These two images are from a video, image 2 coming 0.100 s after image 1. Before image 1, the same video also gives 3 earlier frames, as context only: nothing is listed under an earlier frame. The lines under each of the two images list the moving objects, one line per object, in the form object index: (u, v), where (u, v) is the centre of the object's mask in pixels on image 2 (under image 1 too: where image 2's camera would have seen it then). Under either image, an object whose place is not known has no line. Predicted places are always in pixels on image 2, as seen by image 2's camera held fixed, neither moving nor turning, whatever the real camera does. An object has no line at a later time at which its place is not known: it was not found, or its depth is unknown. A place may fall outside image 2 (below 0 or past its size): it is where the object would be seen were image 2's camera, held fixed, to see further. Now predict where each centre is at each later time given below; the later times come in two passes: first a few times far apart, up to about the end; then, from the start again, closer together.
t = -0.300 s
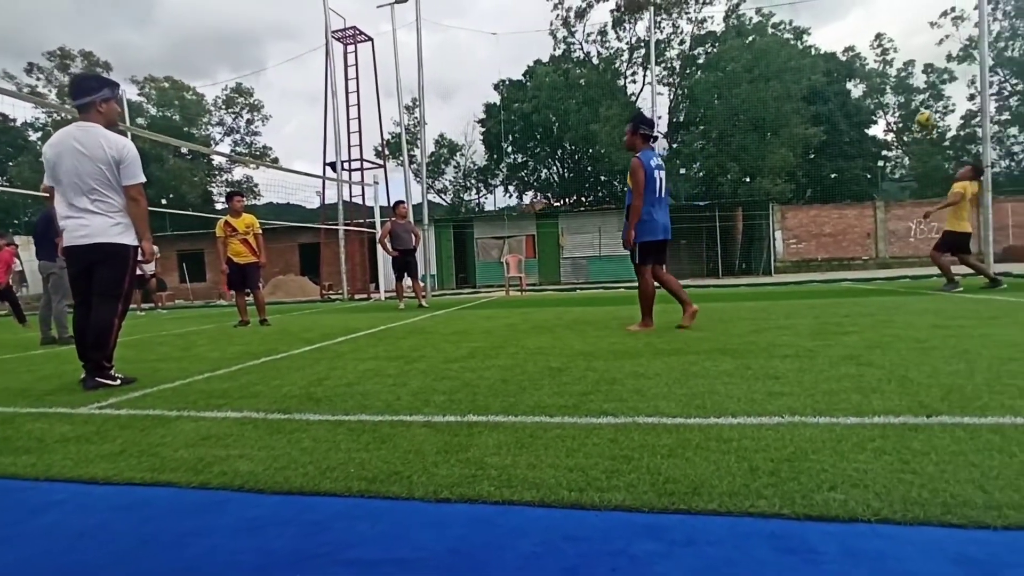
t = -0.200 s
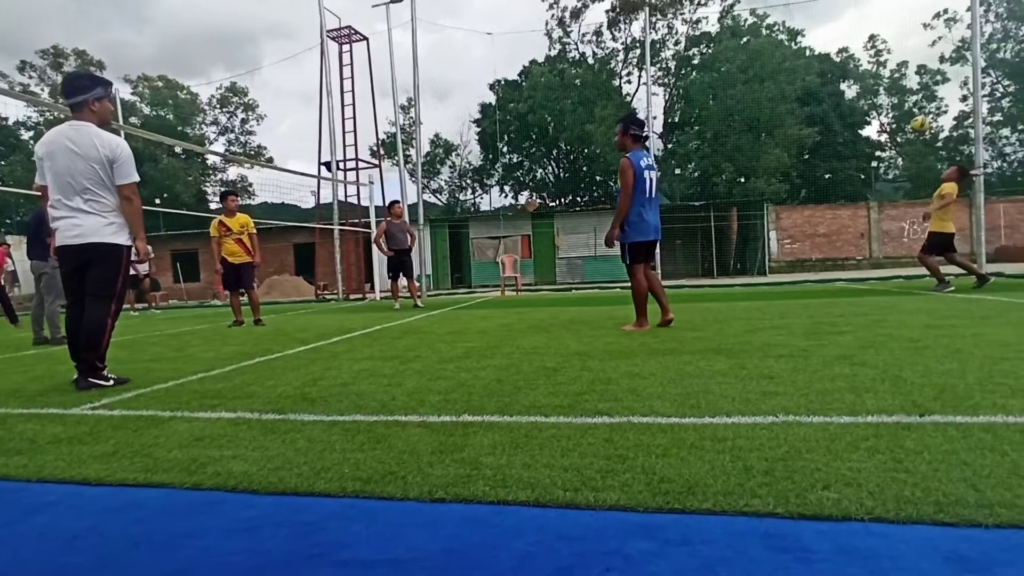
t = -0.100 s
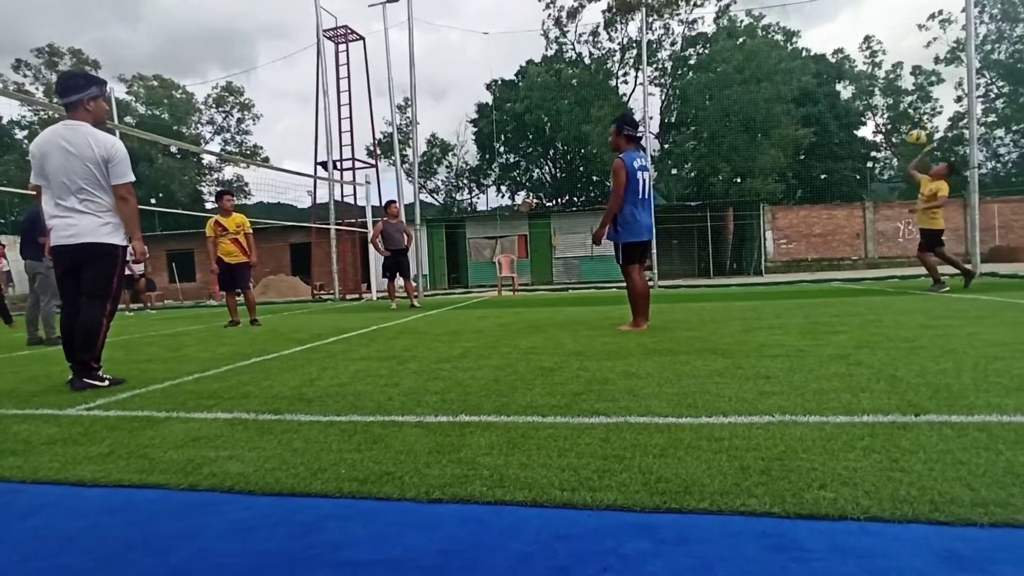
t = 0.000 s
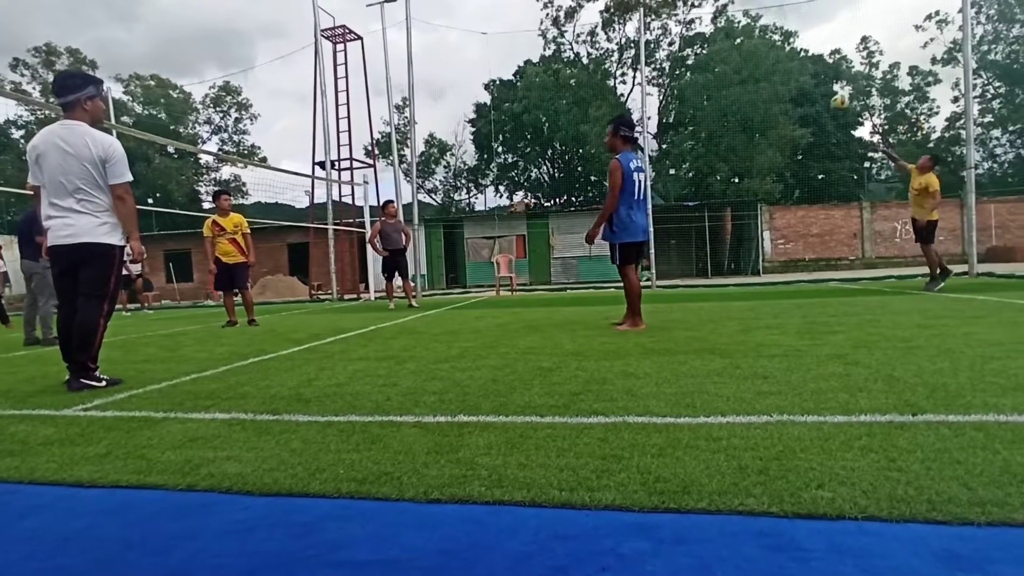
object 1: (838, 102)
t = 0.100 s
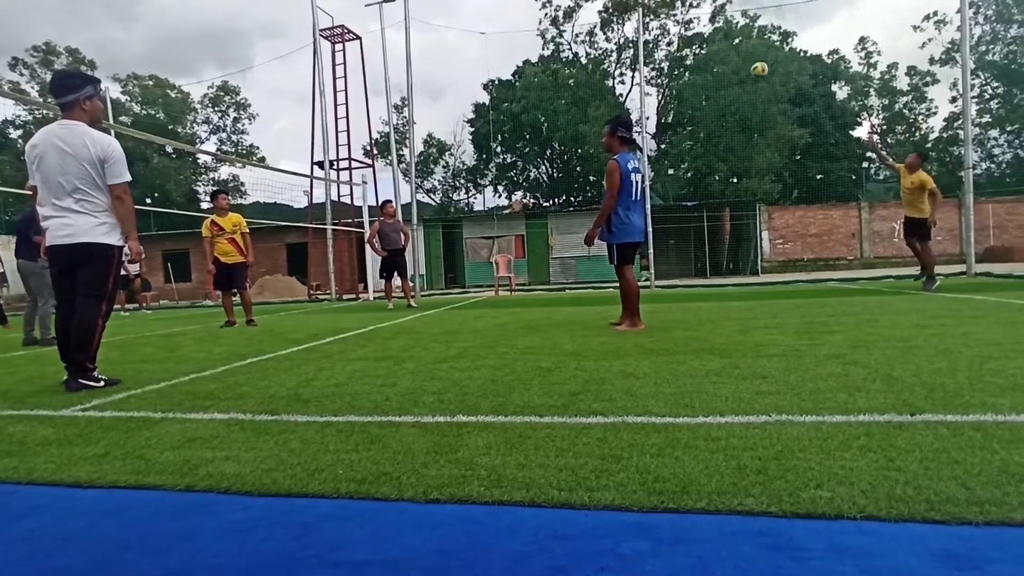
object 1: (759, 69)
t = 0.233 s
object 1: (659, 42)
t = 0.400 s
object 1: (540, 28)
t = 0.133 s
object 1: (733, 60)
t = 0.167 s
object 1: (708, 53)
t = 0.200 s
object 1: (683, 46)
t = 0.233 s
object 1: (659, 42)
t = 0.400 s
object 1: (540, 28)
